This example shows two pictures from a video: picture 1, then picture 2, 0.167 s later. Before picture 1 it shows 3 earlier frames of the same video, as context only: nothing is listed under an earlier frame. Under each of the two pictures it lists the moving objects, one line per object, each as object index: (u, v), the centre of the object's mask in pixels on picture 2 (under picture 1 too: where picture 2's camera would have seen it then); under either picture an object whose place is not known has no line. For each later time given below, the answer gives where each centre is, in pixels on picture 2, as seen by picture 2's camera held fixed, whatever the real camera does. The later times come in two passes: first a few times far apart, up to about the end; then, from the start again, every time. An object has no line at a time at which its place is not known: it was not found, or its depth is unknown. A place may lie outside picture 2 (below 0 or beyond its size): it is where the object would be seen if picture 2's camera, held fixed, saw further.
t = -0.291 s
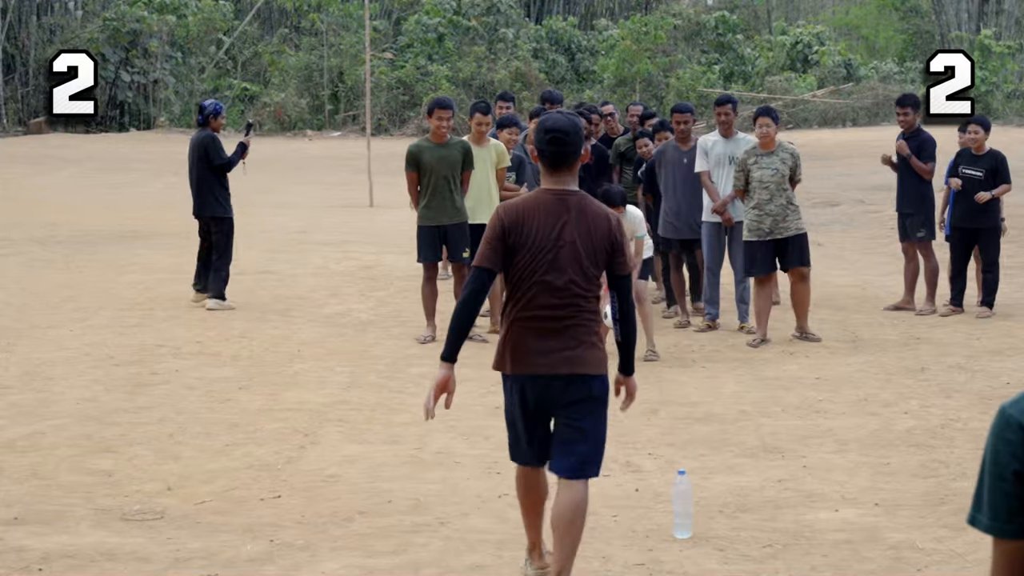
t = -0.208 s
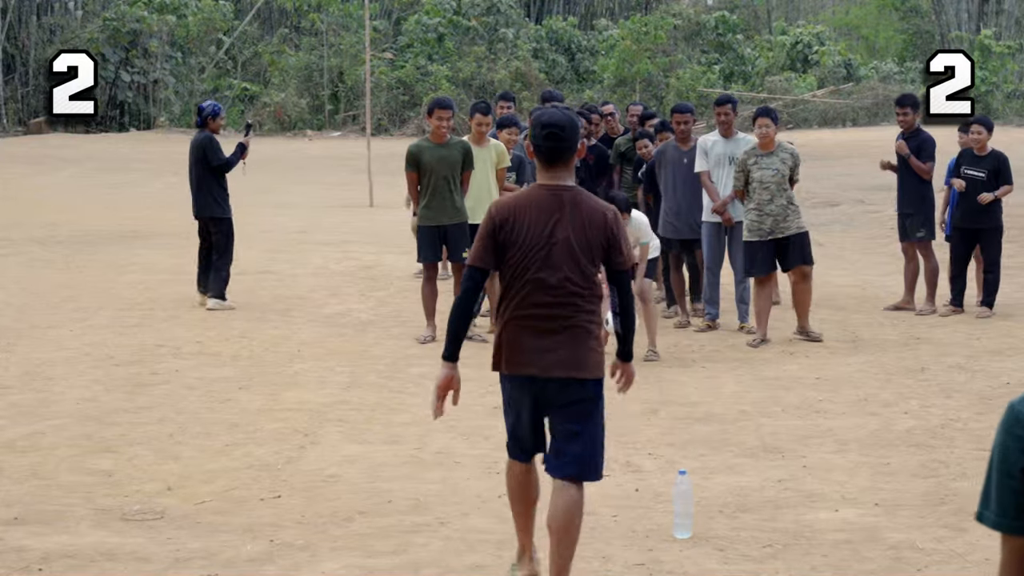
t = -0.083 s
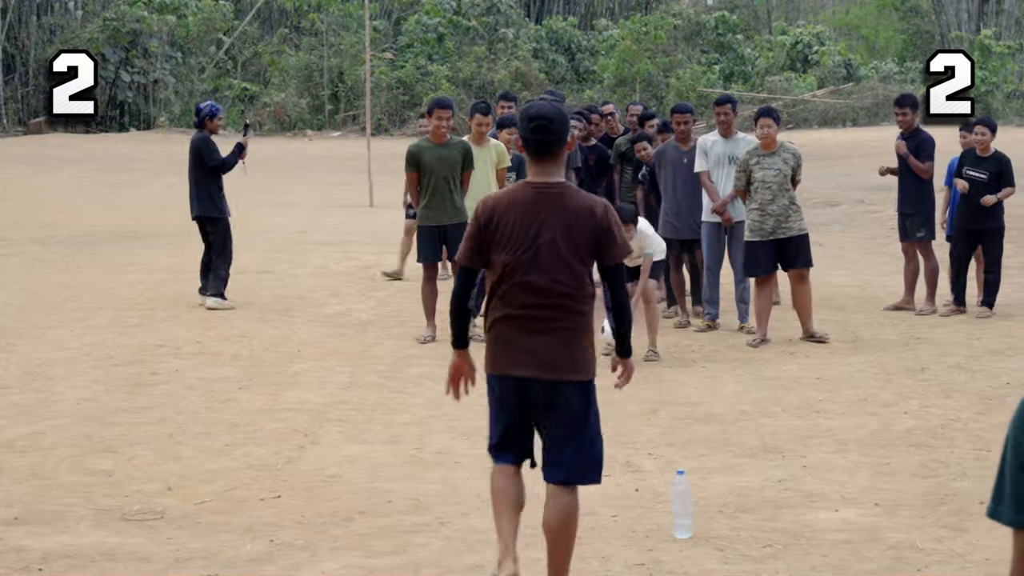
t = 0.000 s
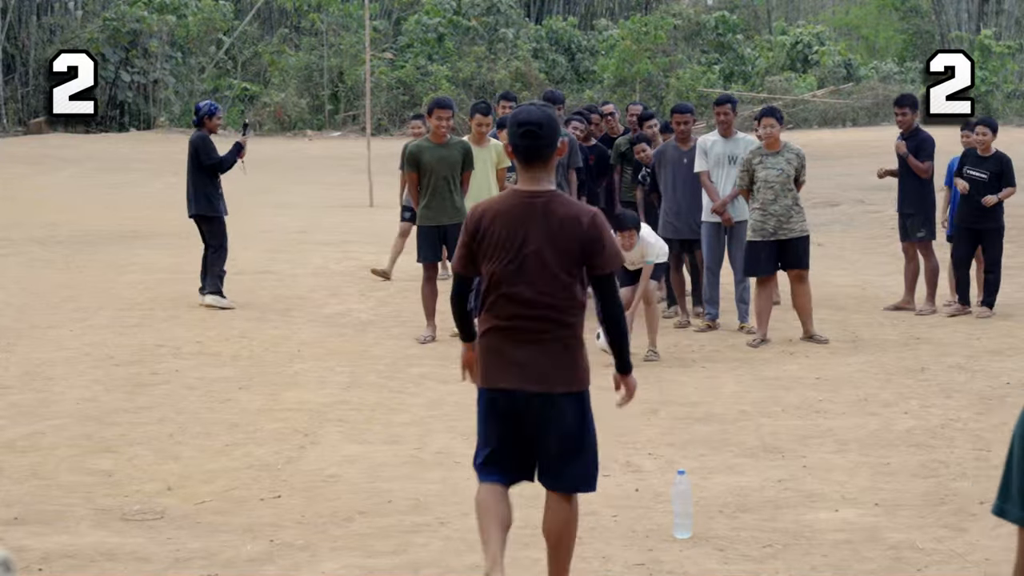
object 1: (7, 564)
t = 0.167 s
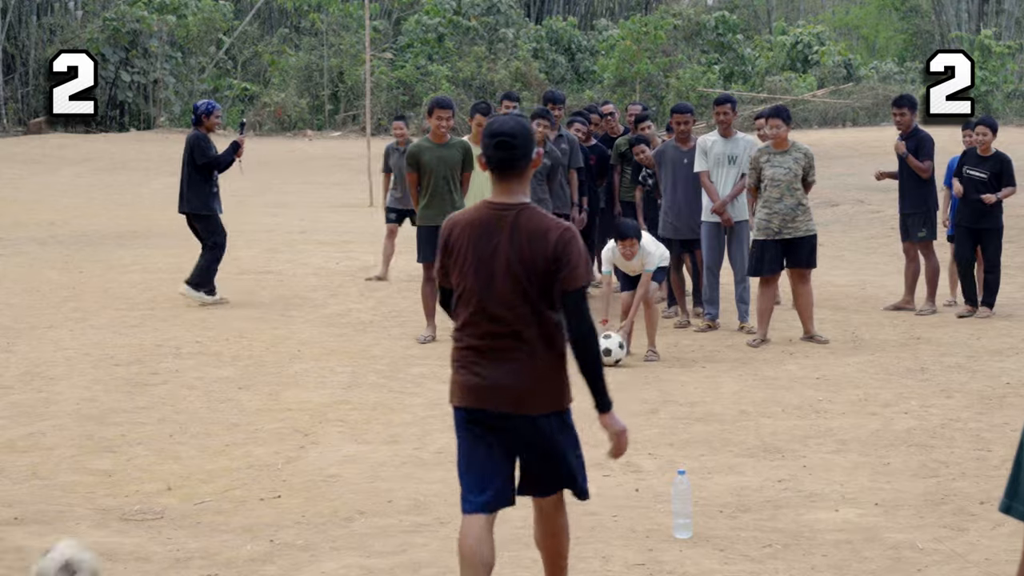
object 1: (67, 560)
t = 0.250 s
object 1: (104, 555)
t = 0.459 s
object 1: (195, 549)
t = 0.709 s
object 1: (282, 533)
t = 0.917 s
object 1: (348, 518)
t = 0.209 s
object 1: (83, 557)
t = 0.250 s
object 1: (104, 555)
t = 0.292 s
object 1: (121, 556)
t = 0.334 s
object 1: (140, 557)
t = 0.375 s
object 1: (158, 552)
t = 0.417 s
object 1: (177, 549)
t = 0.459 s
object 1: (195, 549)
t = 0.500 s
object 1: (211, 551)
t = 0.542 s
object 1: (228, 541)
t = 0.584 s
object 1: (241, 533)
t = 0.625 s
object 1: (253, 529)
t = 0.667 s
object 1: (267, 528)
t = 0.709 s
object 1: (282, 533)
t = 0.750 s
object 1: (296, 535)
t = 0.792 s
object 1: (309, 522)
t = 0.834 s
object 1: (323, 517)
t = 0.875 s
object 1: (335, 516)
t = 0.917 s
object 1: (348, 518)
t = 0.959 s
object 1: (362, 525)
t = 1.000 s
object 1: (374, 517)
